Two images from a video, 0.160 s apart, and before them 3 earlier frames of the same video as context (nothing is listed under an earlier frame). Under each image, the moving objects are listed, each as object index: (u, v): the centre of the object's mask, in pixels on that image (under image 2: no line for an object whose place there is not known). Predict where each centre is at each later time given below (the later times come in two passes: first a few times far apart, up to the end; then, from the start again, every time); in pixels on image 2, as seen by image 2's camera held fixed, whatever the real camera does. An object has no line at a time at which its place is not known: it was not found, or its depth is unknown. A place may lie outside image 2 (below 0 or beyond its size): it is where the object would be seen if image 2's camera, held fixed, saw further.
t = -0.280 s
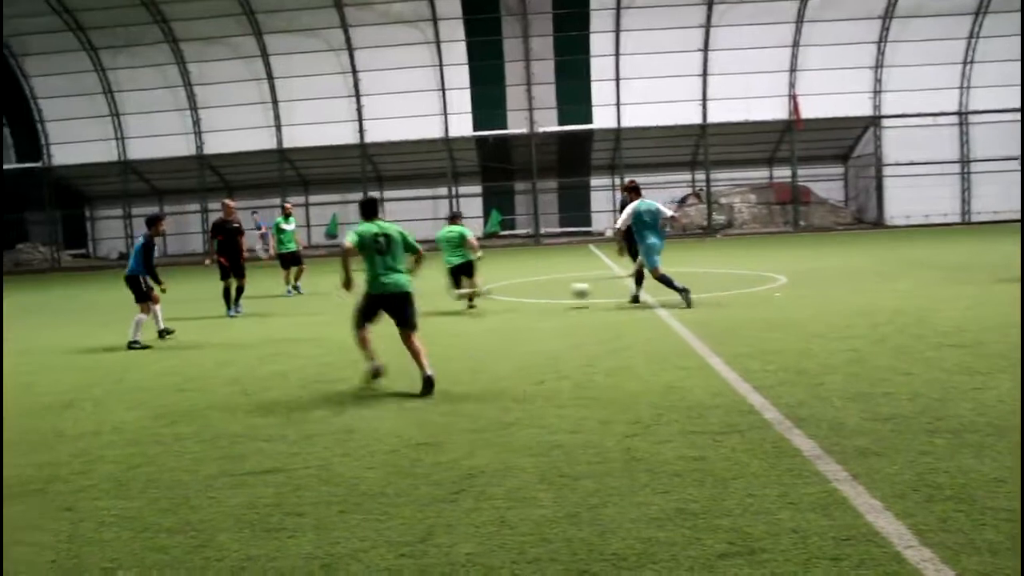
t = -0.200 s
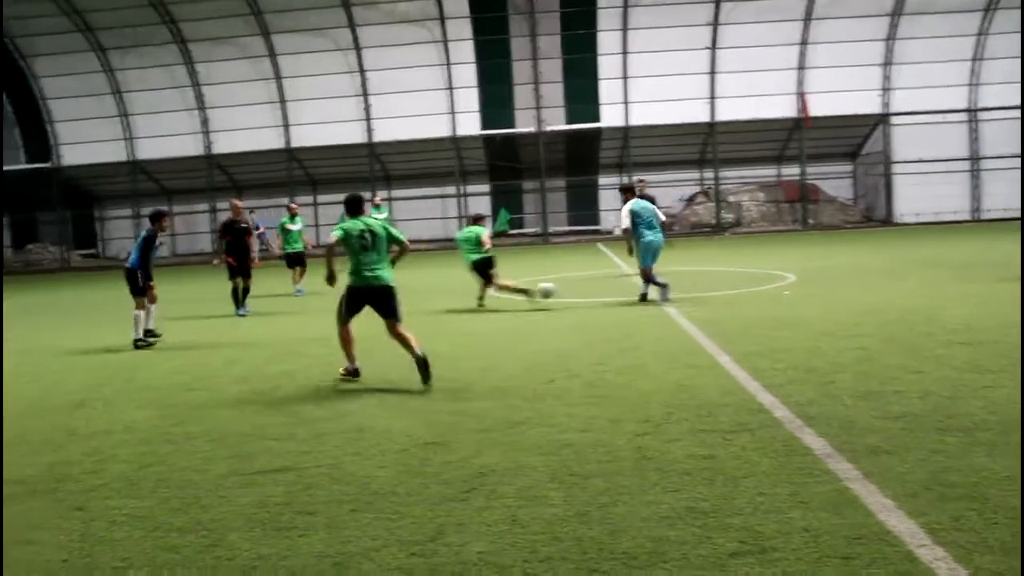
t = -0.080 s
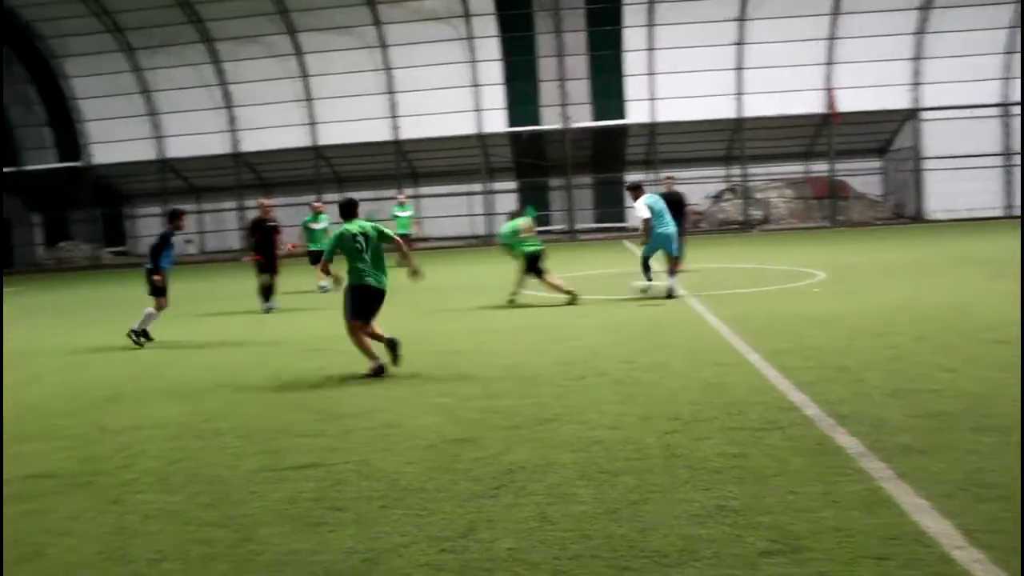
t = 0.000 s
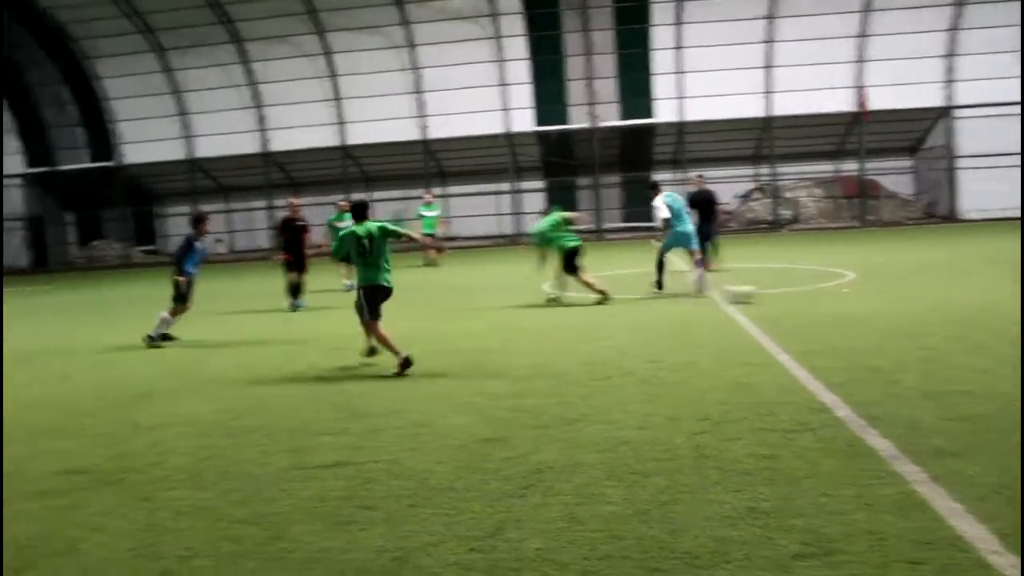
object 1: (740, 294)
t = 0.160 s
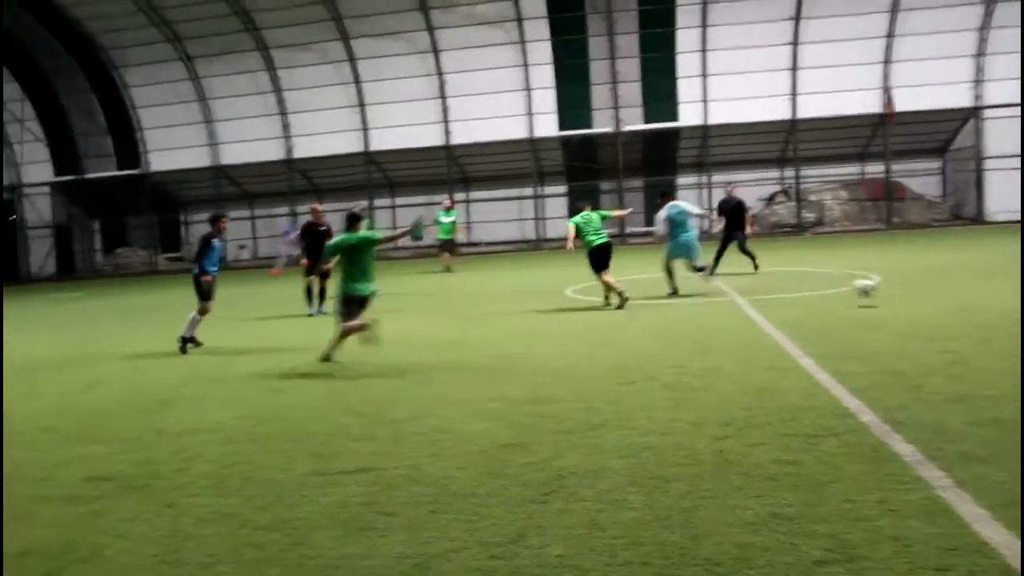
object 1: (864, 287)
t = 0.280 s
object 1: (945, 295)
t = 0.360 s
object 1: (987, 290)
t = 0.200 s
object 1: (891, 289)
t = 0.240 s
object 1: (918, 291)
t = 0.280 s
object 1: (945, 295)
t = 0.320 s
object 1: (967, 295)
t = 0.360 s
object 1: (987, 290)
